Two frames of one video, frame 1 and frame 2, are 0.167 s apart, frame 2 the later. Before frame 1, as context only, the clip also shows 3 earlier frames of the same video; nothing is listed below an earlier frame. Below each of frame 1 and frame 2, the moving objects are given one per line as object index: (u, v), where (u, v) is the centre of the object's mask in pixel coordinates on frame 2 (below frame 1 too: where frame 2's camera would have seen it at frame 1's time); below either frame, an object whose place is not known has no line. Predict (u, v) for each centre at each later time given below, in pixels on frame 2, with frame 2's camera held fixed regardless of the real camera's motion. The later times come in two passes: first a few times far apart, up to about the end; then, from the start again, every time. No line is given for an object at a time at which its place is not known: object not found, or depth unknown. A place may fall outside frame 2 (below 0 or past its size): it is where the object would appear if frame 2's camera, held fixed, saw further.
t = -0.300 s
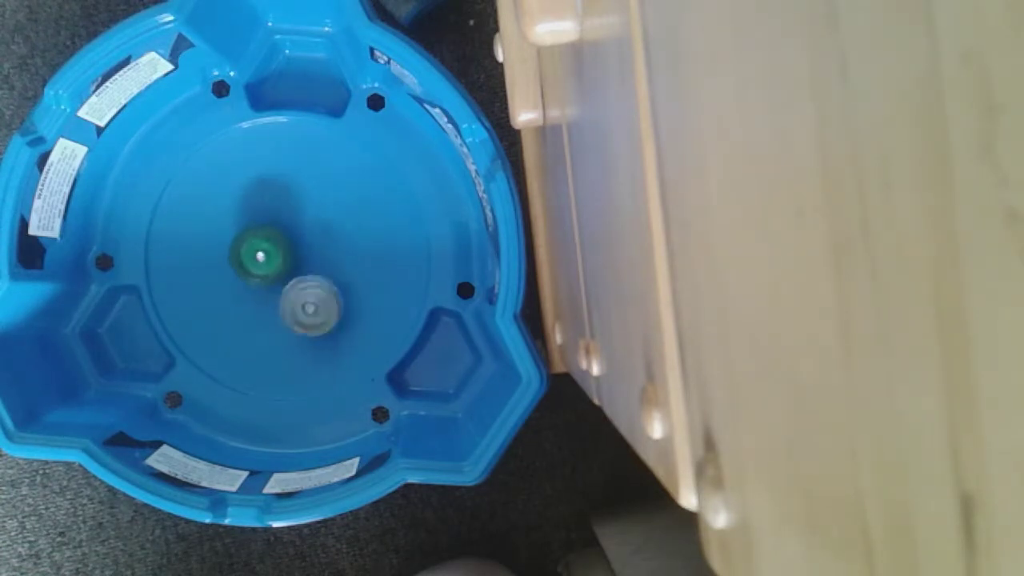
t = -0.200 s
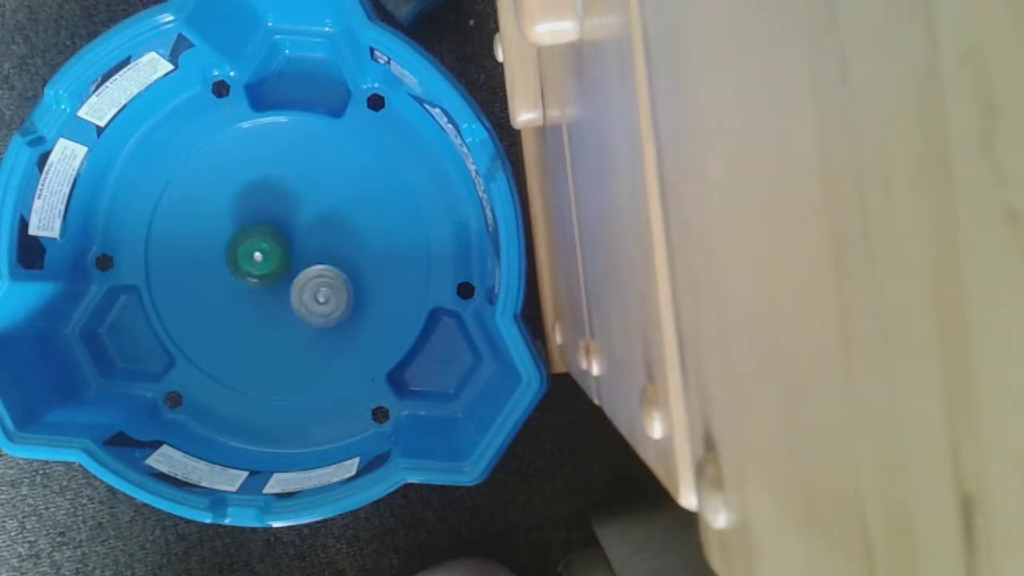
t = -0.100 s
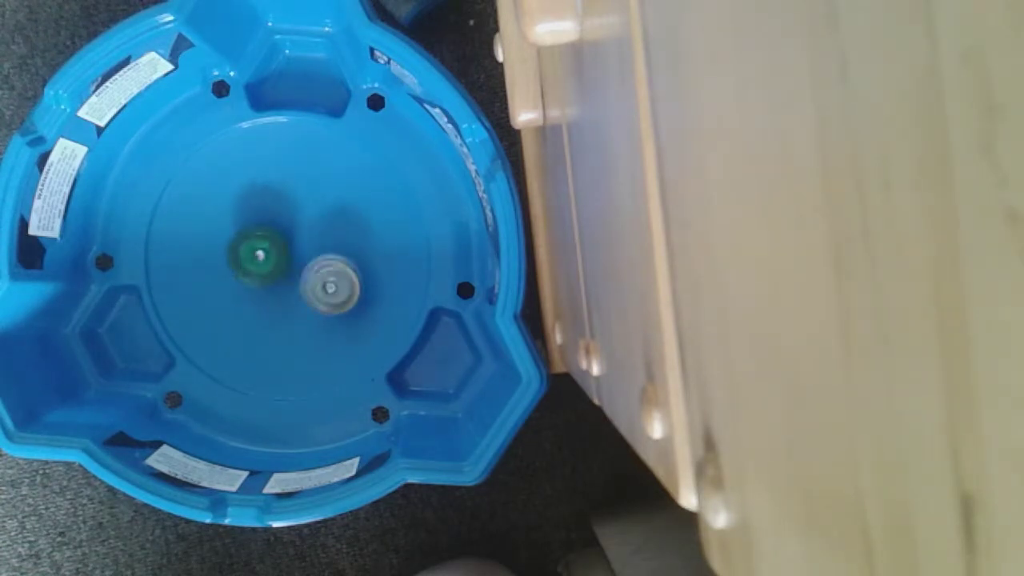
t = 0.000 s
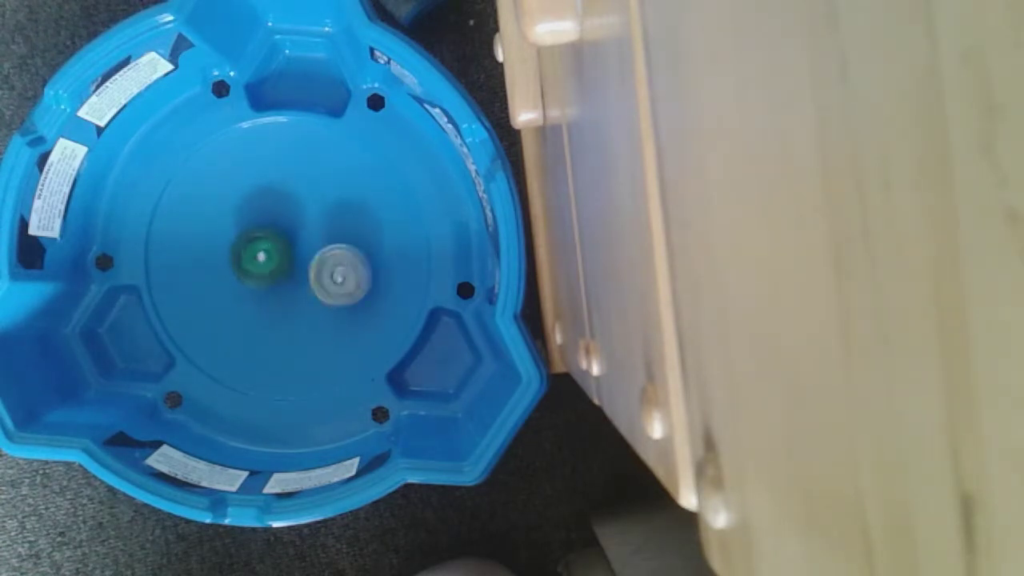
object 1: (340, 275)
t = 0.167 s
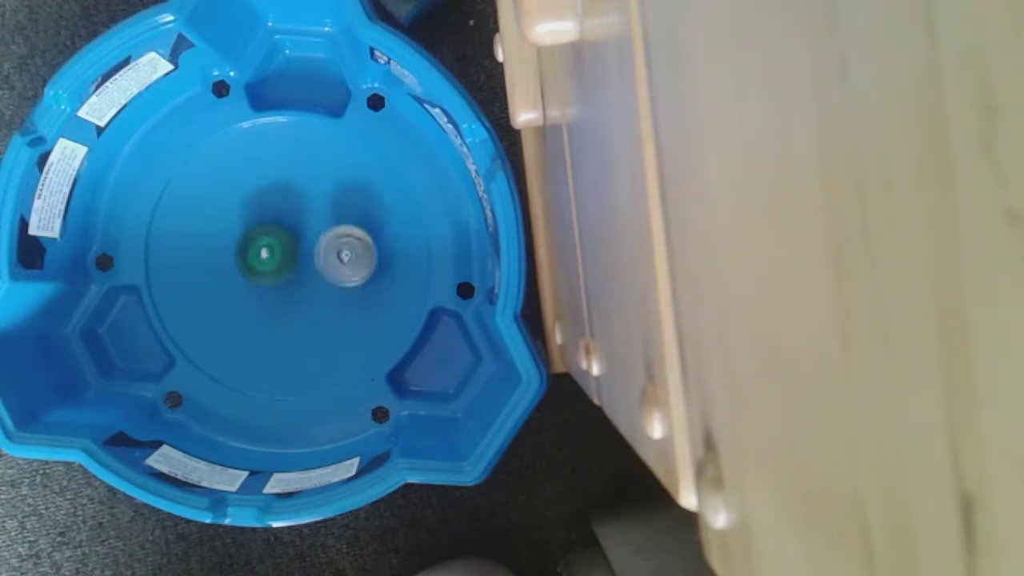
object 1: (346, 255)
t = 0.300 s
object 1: (339, 240)
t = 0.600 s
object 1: (317, 213)
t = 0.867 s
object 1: (304, 197)
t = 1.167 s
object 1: (322, 187)
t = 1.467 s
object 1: (302, 211)
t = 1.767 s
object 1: (303, 220)
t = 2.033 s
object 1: (306, 220)
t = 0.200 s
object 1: (345, 250)
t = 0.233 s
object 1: (344, 248)
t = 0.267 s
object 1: (341, 243)
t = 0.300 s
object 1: (339, 240)
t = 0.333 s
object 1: (335, 237)
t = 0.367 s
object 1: (333, 232)
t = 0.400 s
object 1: (332, 231)
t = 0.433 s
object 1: (332, 229)
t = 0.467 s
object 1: (328, 225)
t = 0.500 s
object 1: (326, 220)
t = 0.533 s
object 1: (324, 218)
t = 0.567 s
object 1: (322, 215)
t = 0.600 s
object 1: (317, 213)
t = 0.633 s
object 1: (314, 209)
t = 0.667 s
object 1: (312, 208)
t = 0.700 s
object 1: (306, 208)
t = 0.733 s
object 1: (304, 205)
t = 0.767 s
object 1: (306, 202)
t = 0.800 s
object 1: (307, 202)
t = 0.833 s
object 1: (304, 201)
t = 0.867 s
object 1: (304, 197)
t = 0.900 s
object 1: (306, 196)
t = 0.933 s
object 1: (305, 197)
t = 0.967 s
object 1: (304, 196)
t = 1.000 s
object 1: (303, 196)
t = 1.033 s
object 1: (305, 197)
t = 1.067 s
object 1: (314, 187)
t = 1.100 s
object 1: (319, 185)
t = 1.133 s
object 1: (323, 185)
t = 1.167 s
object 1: (322, 187)
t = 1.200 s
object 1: (319, 190)
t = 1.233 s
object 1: (314, 191)
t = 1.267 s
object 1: (313, 193)
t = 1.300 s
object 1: (309, 198)
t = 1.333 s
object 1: (307, 202)
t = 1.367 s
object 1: (304, 210)
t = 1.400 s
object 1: (304, 214)
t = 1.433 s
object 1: (302, 212)
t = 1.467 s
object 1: (302, 211)
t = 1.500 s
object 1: (301, 210)
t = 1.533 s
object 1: (302, 208)
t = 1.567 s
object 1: (301, 211)
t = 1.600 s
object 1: (297, 210)
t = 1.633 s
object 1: (297, 210)
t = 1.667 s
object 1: (299, 211)
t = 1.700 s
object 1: (303, 212)
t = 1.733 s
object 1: (304, 216)
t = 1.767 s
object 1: (303, 220)
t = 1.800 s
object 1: (300, 224)
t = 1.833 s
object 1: (297, 226)
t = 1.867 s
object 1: (296, 228)
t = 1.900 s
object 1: (297, 231)
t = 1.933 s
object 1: (298, 234)
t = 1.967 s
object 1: (300, 234)
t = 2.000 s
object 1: (302, 228)
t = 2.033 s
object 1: (306, 220)
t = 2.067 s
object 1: (306, 220)
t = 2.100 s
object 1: (303, 222)
